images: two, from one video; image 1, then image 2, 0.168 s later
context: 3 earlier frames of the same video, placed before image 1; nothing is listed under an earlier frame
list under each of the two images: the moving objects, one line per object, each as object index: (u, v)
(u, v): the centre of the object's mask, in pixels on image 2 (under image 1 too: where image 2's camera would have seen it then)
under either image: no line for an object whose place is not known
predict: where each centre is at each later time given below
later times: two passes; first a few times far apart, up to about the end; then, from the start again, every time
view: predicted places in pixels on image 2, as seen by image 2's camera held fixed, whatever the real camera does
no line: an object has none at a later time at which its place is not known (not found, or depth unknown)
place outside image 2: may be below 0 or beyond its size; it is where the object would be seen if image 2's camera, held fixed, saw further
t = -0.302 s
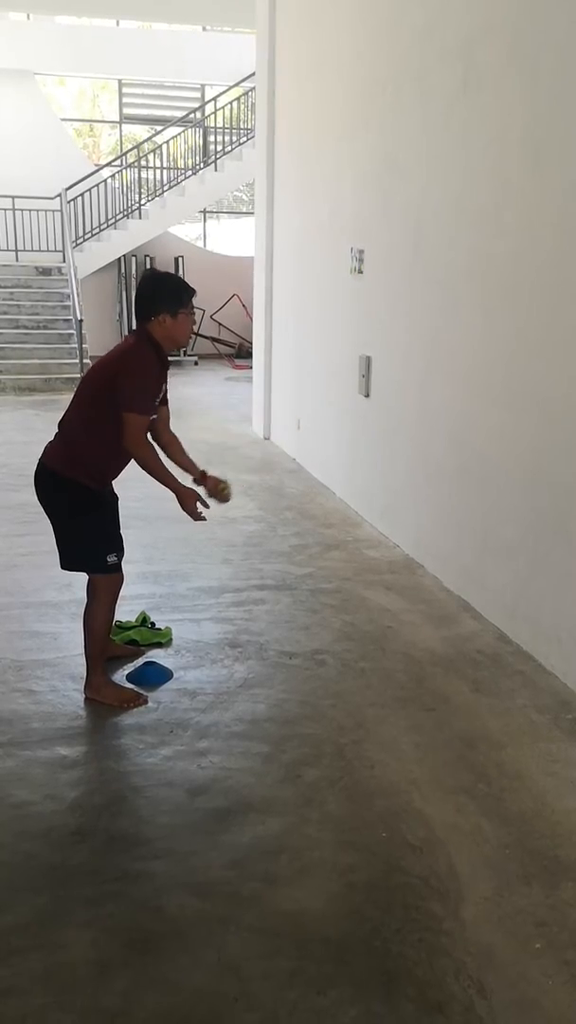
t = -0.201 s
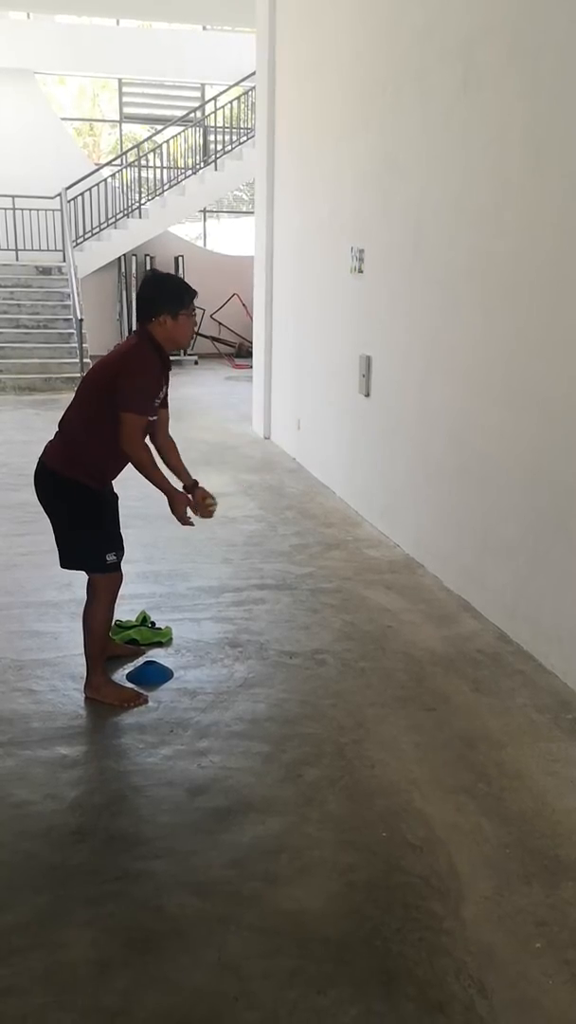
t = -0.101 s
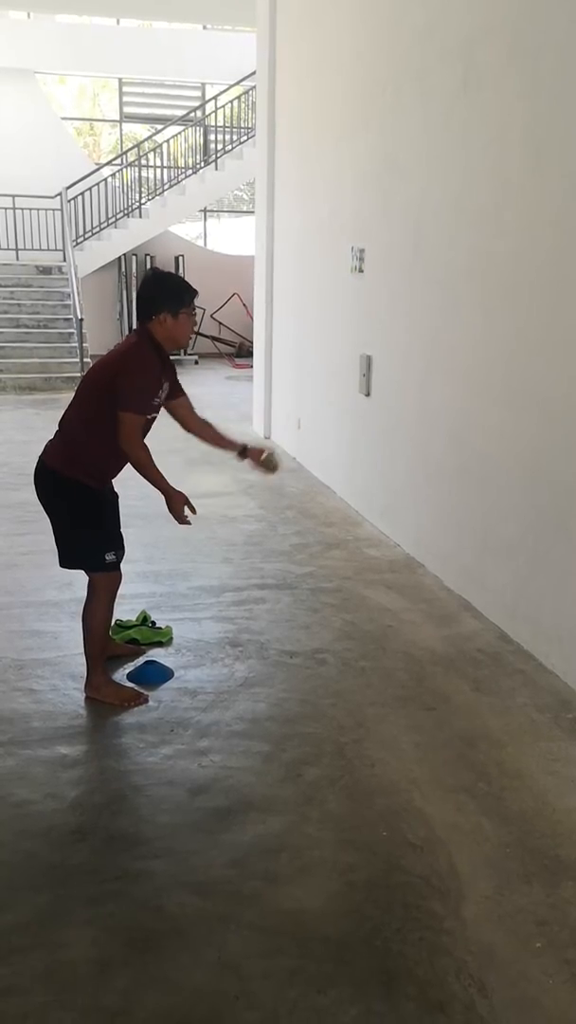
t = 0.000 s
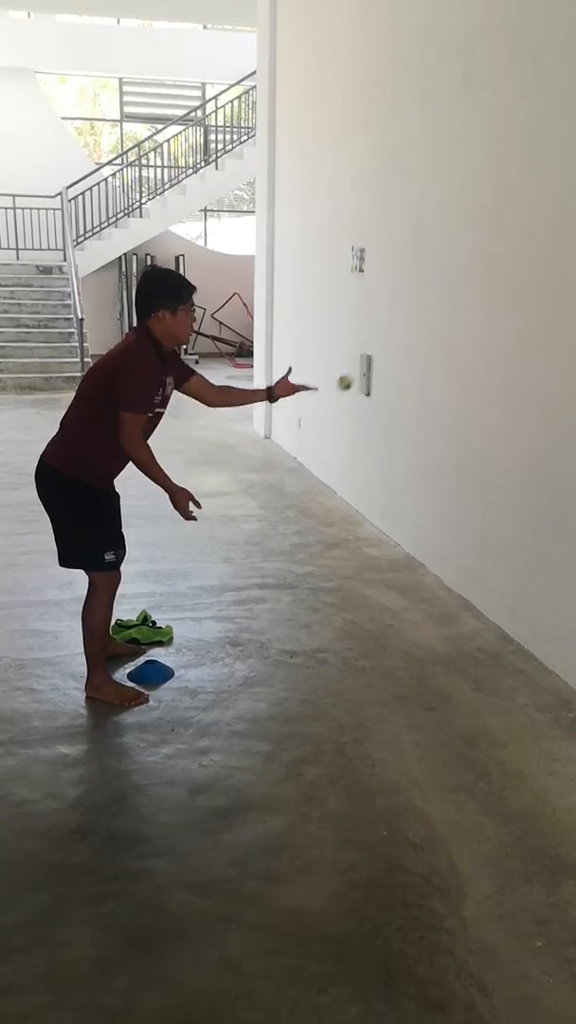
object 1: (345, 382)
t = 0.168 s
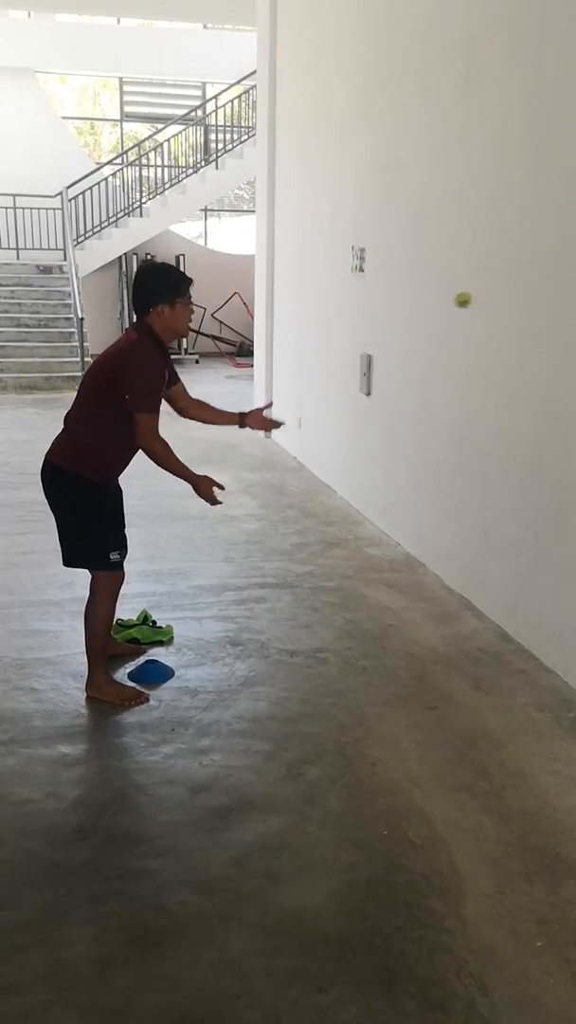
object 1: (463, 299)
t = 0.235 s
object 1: (508, 286)
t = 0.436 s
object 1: (428, 308)
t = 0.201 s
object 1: (486, 291)
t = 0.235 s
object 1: (508, 286)
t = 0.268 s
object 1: (524, 283)
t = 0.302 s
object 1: (505, 283)
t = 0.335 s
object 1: (486, 285)
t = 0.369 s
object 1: (467, 290)
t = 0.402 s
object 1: (447, 297)
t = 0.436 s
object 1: (428, 308)
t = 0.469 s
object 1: (408, 322)
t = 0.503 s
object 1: (389, 339)
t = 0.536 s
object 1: (369, 358)
